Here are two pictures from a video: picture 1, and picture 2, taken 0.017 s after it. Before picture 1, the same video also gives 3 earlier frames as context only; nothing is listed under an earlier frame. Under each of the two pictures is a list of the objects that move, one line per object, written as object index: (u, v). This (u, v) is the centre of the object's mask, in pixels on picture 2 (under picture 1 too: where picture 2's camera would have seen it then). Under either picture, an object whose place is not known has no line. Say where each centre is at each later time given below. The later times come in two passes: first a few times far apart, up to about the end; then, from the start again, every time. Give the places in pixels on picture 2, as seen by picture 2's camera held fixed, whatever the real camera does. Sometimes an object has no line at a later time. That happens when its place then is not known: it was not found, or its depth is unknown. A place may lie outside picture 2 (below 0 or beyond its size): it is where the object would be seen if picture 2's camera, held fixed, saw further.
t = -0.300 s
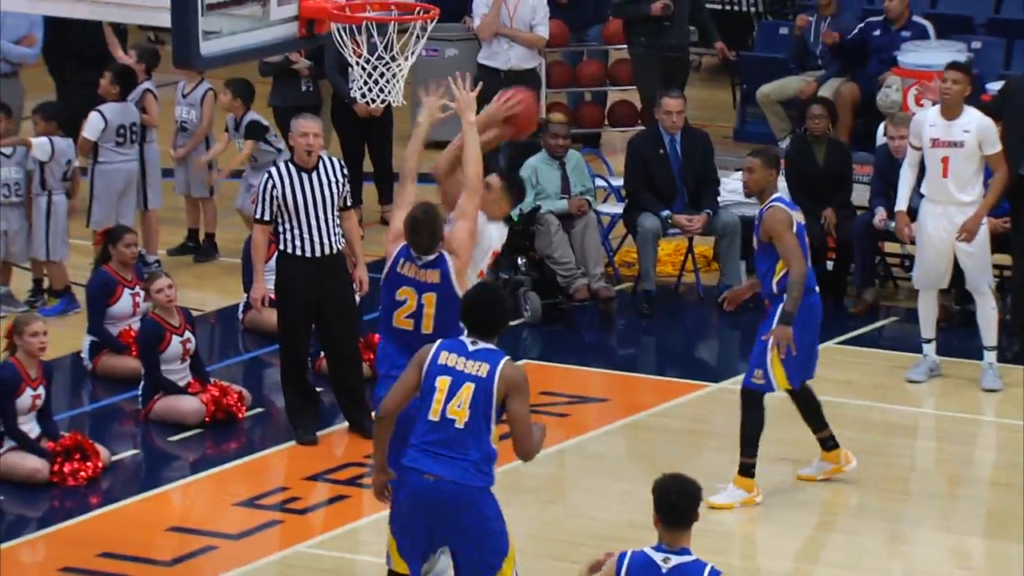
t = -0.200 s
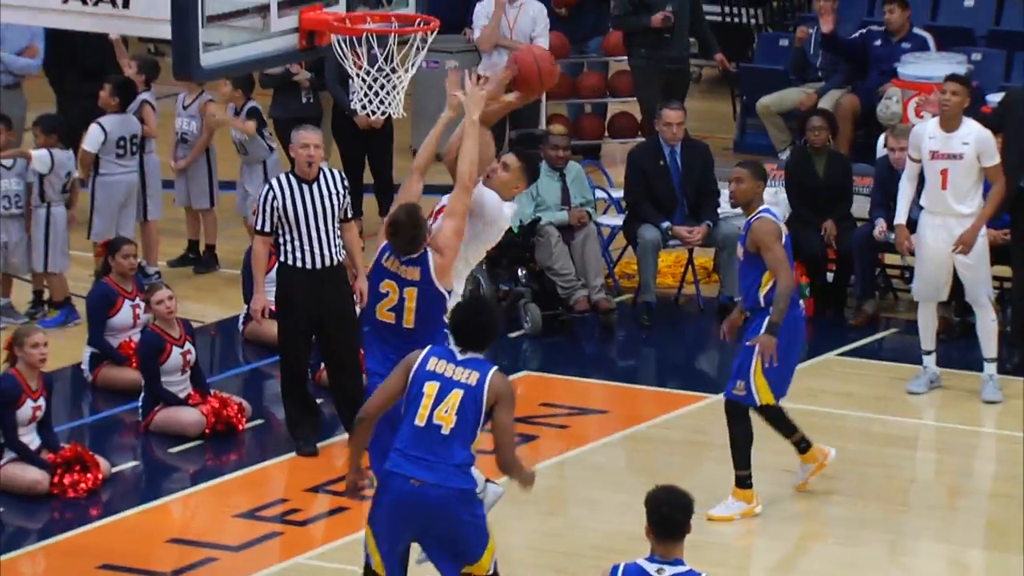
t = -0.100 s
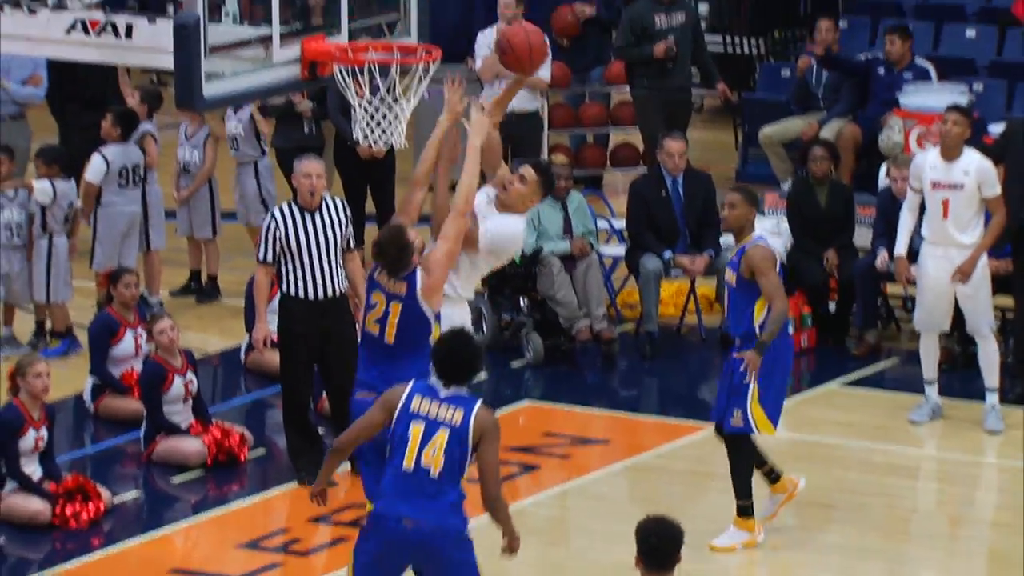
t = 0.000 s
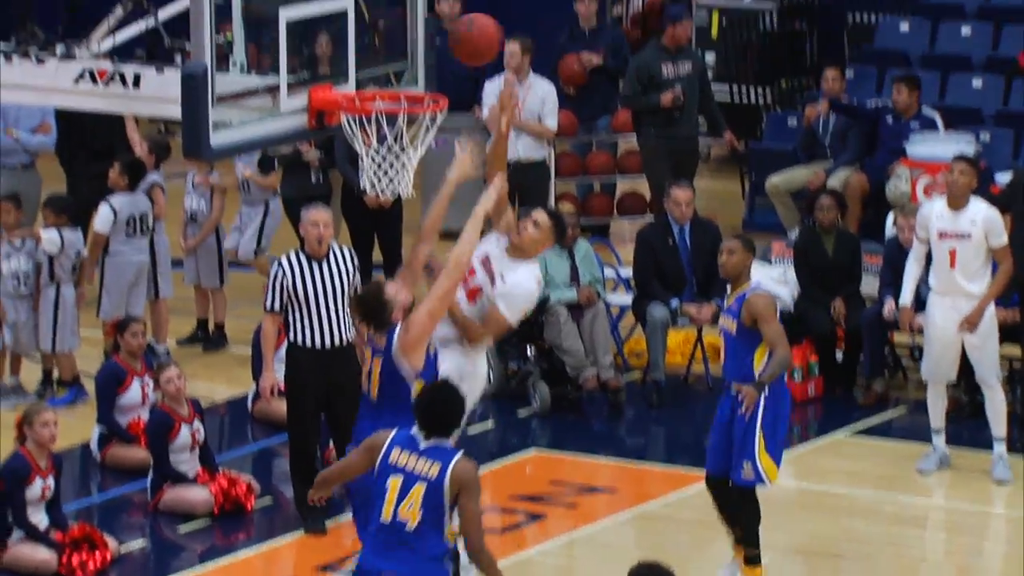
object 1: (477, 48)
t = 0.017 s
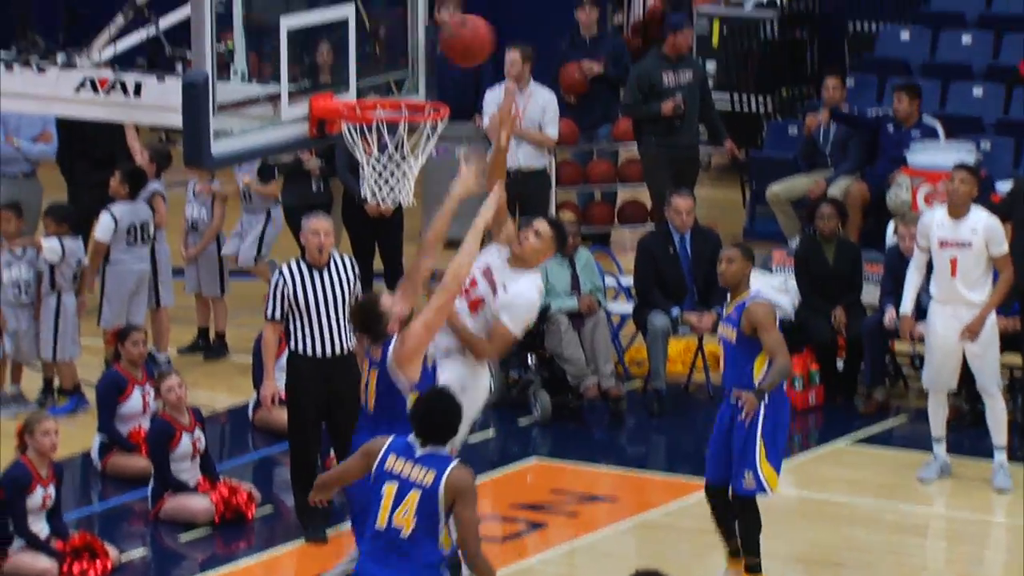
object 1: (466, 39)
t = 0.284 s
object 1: (428, 34)
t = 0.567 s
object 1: (410, 78)
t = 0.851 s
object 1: (378, 127)
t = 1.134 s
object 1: (382, 195)
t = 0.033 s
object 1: (456, 33)
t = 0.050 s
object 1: (447, 26)
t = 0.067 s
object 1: (437, 20)
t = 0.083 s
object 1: (427, 16)
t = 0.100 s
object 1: (426, 14)
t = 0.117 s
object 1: (427, 13)
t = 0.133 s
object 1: (427, 12)
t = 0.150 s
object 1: (427, 12)
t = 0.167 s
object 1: (427, 12)
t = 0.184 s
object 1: (427, 14)
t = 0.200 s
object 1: (427, 15)
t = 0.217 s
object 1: (427, 17)
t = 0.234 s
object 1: (427, 21)
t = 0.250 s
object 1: (428, 24)
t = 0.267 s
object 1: (427, 29)
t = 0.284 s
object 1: (428, 34)
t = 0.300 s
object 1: (428, 39)
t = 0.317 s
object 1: (428, 45)
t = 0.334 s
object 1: (429, 52)
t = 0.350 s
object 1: (429, 59)
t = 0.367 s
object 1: (429, 68)
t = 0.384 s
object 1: (429, 76)
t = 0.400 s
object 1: (428, 79)
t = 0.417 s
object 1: (426, 76)
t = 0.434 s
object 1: (424, 74)
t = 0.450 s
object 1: (422, 73)
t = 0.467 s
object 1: (421, 72)
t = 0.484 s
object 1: (419, 72)
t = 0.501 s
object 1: (417, 72)
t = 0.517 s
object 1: (415, 73)
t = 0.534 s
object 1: (414, 74)
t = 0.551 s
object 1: (412, 76)
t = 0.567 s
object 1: (410, 78)
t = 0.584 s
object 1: (408, 82)
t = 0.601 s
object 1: (406, 86)
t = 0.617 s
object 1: (405, 90)
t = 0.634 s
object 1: (403, 94)
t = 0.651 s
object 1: (401, 96)
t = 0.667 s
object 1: (399, 95)
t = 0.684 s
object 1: (397, 95)
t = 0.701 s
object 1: (396, 95)
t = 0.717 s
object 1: (394, 96)
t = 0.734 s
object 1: (391, 97)
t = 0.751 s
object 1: (389, 98)
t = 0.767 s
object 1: (387, 99)
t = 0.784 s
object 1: (385, 100)
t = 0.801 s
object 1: (384, 102)
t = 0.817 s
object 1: (382, 104)
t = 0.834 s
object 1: (383, 113)
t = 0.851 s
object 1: (378, 127)
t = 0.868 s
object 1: (377, 138)
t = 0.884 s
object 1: (375, 141)
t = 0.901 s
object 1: (373, 145)
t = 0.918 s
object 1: (370, 152)
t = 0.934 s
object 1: (370, 157)
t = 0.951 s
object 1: (368, 160)
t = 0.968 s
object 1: (366, 163)
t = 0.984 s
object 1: (365, 166)
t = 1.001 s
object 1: (365, 168)
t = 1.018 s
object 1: (367, 169)
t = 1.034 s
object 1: (369, 173)
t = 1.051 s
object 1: (371, 175)
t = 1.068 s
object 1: (373, 178)
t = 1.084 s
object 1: (374, 182)
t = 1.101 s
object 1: (377, 186)
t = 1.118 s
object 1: (379, 191)
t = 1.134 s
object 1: (382, 195)
